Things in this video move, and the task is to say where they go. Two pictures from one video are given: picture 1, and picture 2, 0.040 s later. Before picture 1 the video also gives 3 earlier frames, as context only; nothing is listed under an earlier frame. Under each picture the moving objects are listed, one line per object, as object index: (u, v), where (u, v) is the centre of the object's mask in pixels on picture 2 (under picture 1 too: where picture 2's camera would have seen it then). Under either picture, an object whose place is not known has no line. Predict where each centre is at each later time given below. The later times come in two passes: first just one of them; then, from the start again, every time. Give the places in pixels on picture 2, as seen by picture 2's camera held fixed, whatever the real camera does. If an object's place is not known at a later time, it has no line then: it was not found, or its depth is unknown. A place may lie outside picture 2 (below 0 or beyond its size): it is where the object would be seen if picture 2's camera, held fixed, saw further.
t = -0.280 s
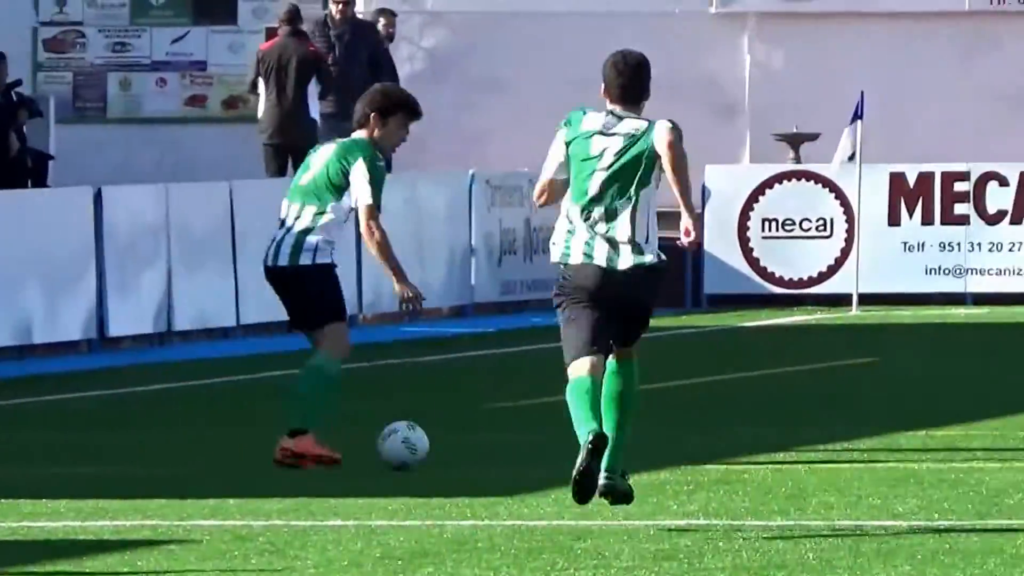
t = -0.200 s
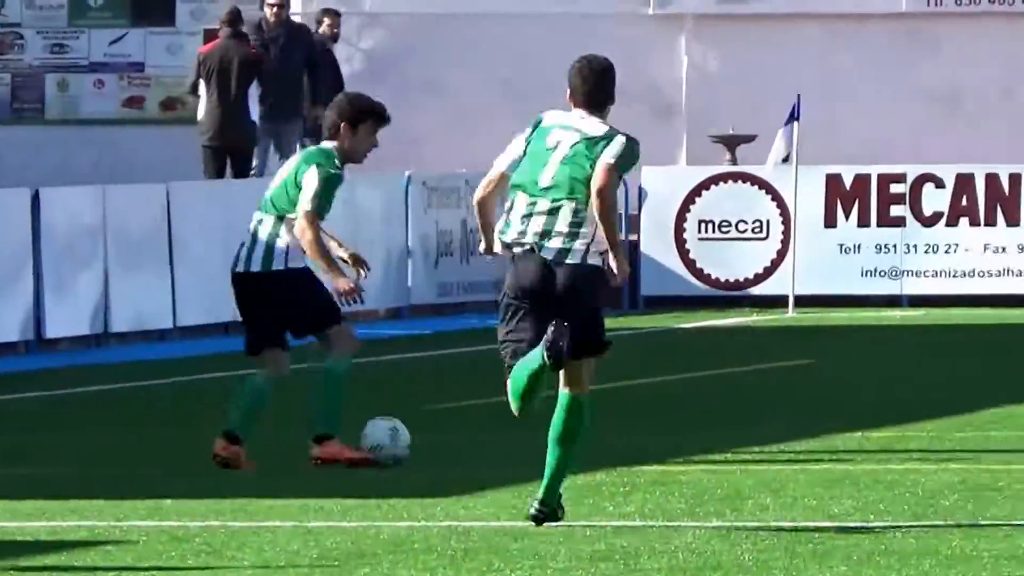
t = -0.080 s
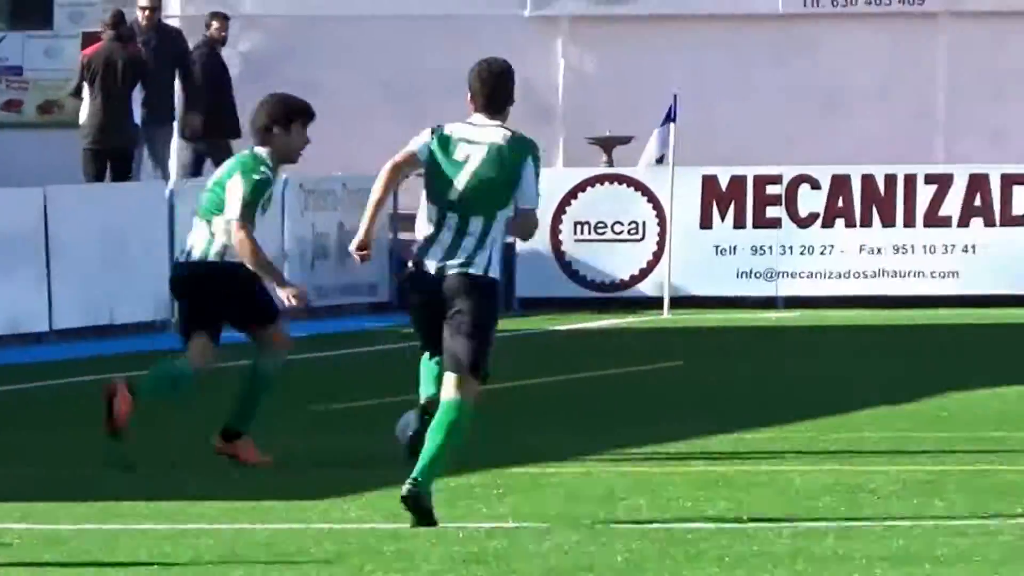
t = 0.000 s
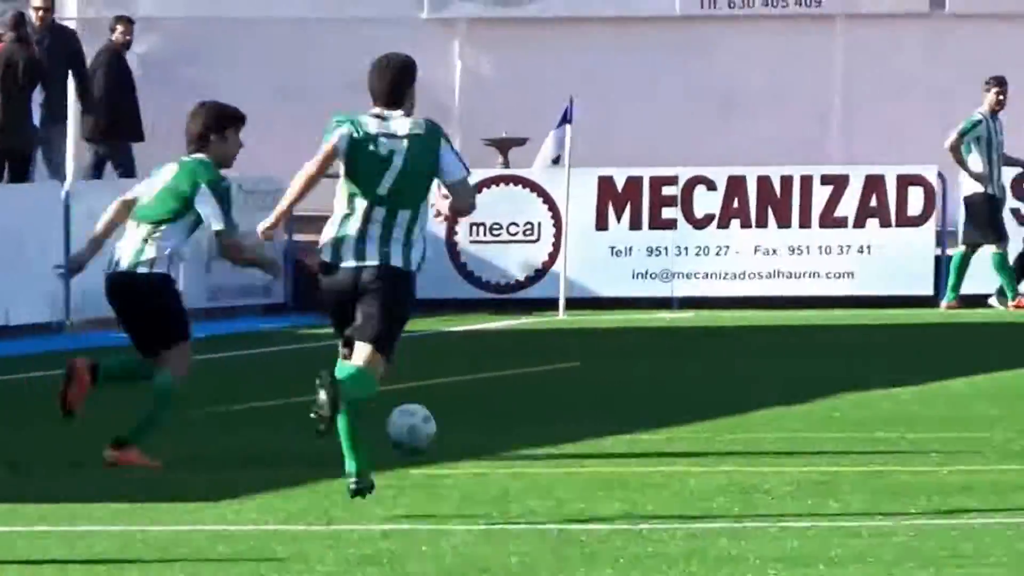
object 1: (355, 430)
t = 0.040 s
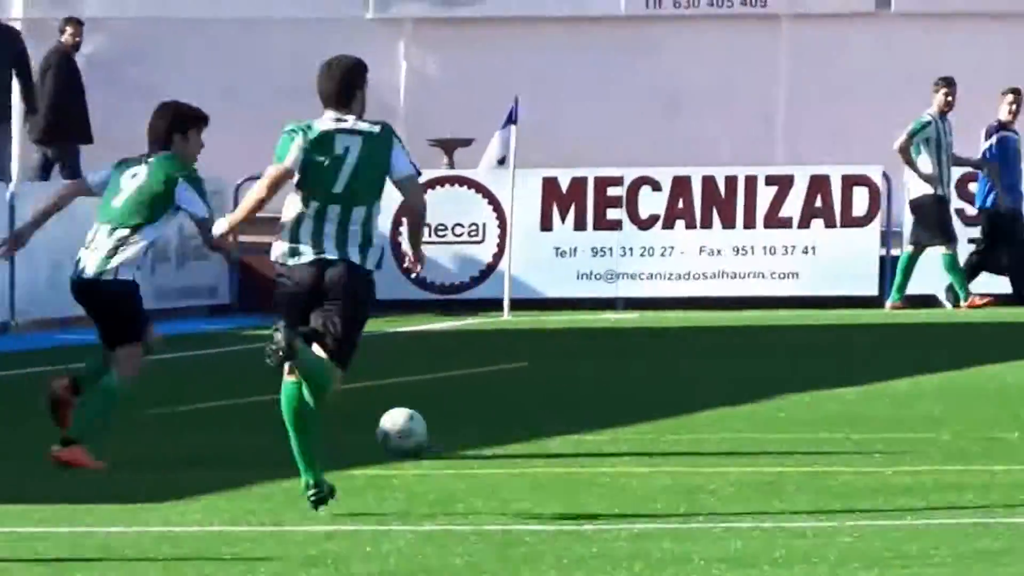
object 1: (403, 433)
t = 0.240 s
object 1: (598, 421)
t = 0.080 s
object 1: (446, 430)
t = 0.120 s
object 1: (485, 423)
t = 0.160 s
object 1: (523, 417)
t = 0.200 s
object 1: (560, 417)
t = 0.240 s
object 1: (598, 421)
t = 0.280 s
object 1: (633, 421)
